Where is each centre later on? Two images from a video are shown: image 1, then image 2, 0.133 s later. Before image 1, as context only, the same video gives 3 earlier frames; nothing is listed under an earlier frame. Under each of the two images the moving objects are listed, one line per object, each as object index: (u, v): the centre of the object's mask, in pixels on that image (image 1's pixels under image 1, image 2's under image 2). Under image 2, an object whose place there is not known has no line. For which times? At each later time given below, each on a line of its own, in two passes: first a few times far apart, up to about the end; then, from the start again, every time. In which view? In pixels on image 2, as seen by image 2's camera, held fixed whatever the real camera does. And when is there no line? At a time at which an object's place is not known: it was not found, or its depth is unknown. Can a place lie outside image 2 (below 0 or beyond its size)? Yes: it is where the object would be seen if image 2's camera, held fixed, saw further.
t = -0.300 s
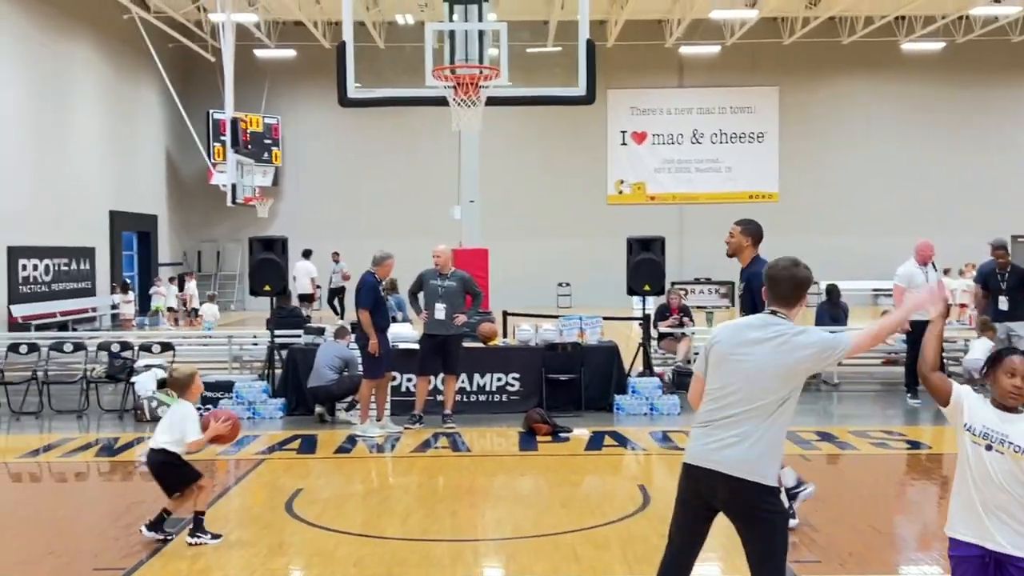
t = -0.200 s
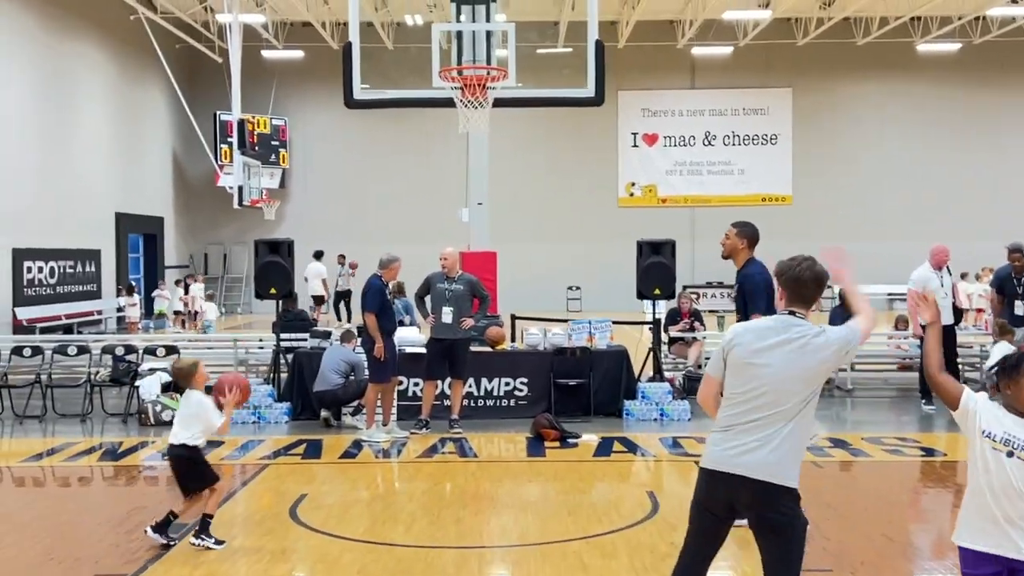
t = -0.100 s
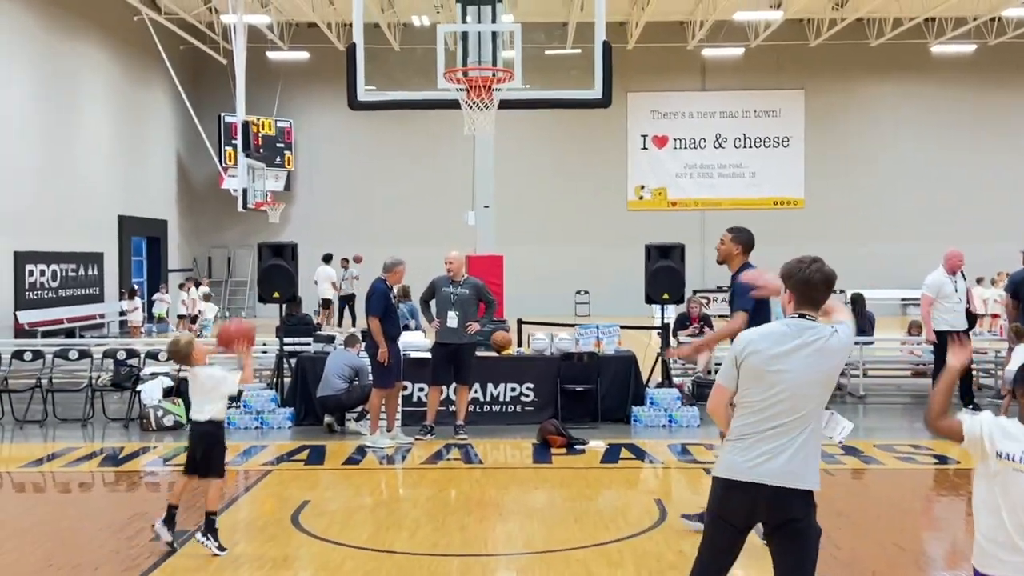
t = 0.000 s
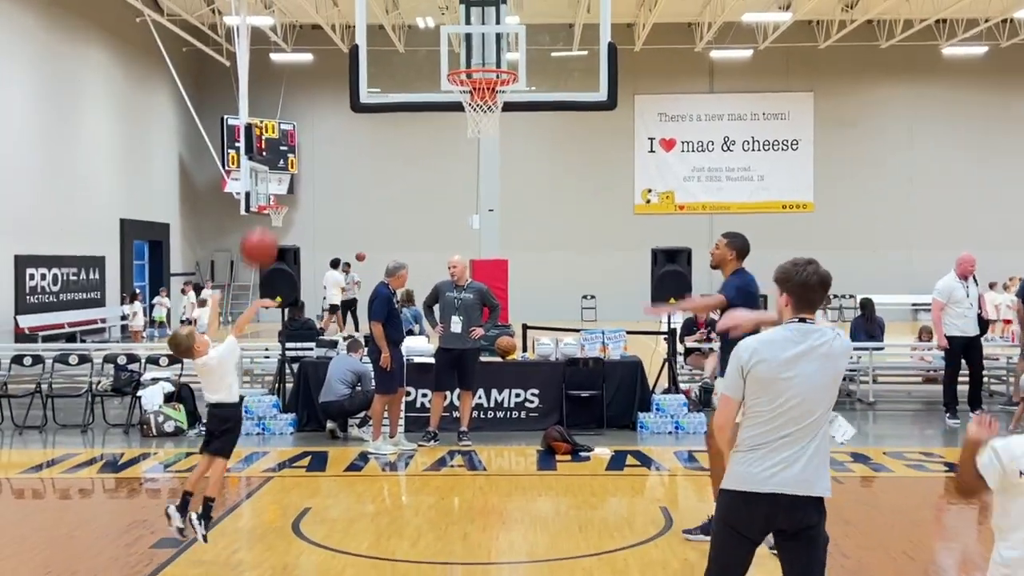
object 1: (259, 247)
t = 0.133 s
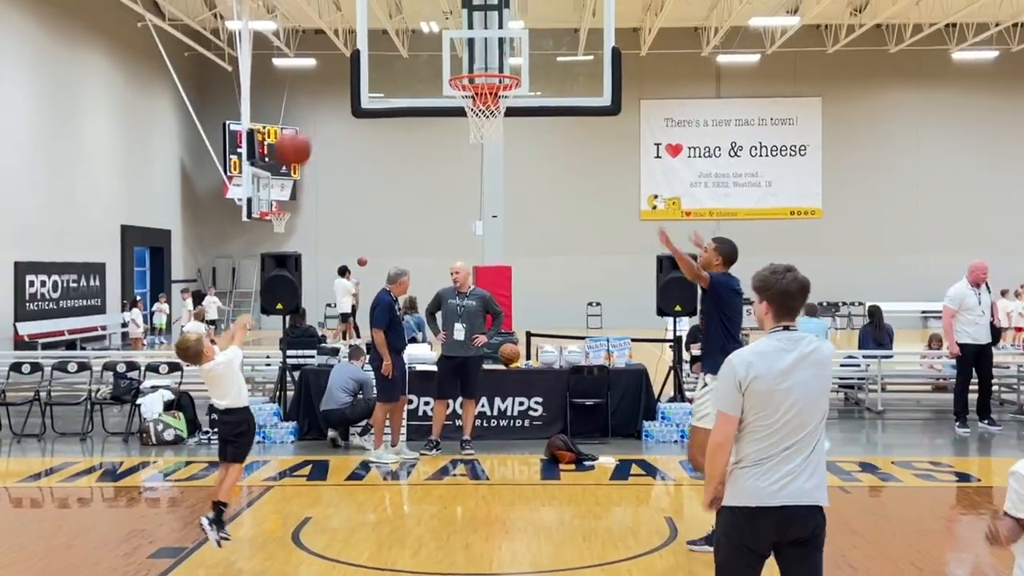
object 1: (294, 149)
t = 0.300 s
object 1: (331, 61)
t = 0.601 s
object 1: (397, 13)
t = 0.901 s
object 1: (436, 66)
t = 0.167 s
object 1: (300, 126)
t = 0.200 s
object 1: (308, 106)
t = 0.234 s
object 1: (315, 90)
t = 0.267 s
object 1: (323, 75)
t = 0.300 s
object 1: (331, 61)
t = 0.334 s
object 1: (339, 49)
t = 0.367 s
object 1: (347, 37)
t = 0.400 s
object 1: (355, 28)
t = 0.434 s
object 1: (362, 22)
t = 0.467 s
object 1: (369, 17)
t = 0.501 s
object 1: (376, 14)
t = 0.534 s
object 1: (383, 12)
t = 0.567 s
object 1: (390, 12)
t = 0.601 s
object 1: (397, 13)
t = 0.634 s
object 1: (404, 17)
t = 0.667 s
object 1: (410, 22)
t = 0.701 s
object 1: (418, 29)
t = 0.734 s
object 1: (424, 38)
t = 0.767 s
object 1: (430, 45)
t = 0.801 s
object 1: (438, 57)
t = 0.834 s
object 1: (443, 68)
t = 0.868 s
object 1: (440, 68)
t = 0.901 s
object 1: (436, 66)
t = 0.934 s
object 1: (432, 63)
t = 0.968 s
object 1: (426, 62)
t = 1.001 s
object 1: (421, 62)
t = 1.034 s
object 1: (417, 64)
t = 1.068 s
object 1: (411, 67)
